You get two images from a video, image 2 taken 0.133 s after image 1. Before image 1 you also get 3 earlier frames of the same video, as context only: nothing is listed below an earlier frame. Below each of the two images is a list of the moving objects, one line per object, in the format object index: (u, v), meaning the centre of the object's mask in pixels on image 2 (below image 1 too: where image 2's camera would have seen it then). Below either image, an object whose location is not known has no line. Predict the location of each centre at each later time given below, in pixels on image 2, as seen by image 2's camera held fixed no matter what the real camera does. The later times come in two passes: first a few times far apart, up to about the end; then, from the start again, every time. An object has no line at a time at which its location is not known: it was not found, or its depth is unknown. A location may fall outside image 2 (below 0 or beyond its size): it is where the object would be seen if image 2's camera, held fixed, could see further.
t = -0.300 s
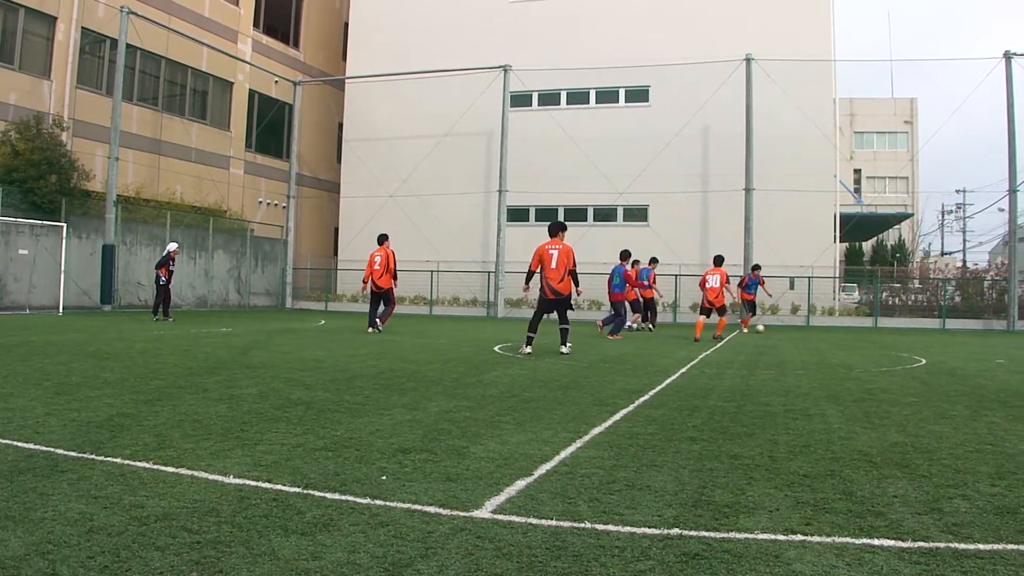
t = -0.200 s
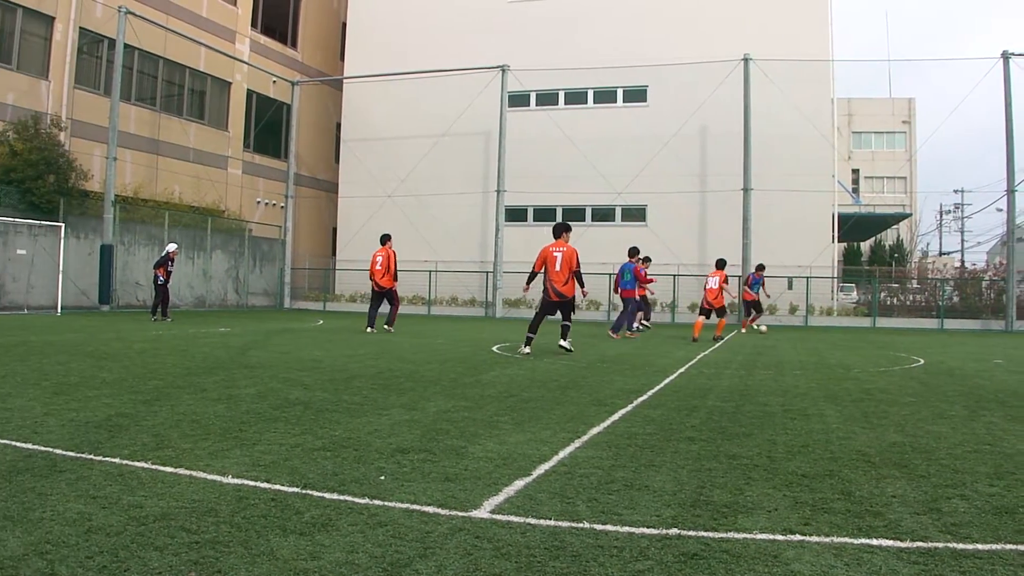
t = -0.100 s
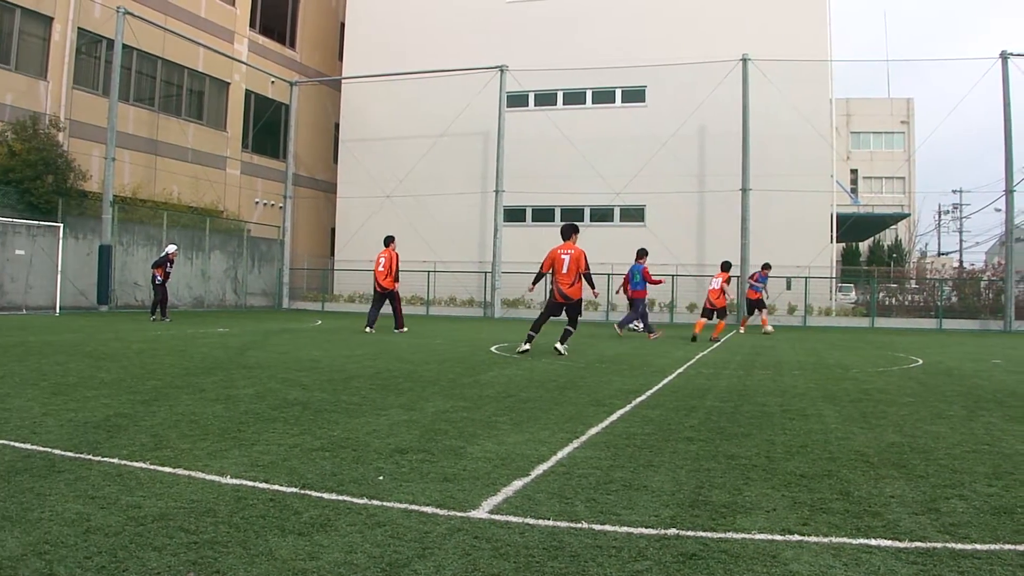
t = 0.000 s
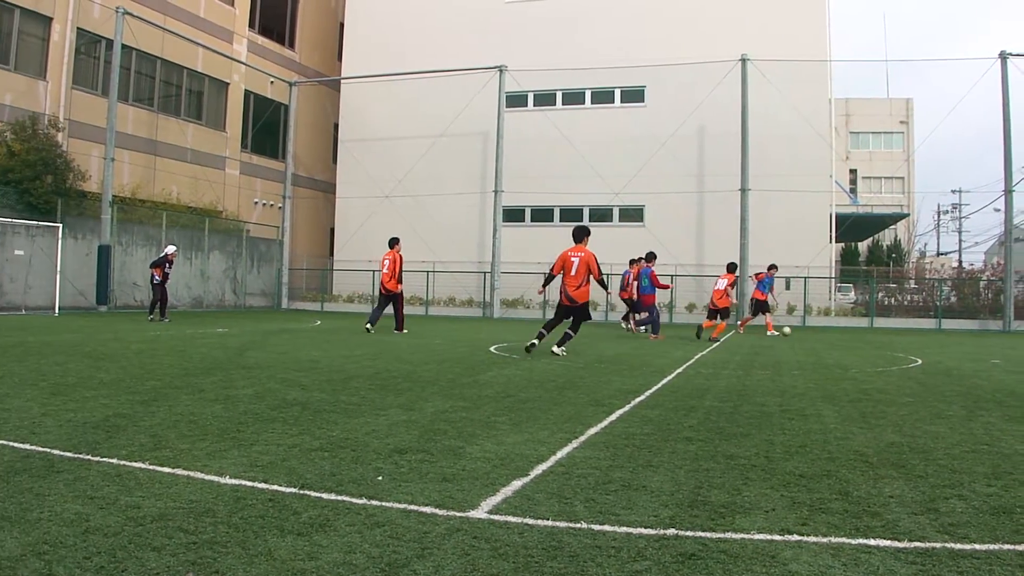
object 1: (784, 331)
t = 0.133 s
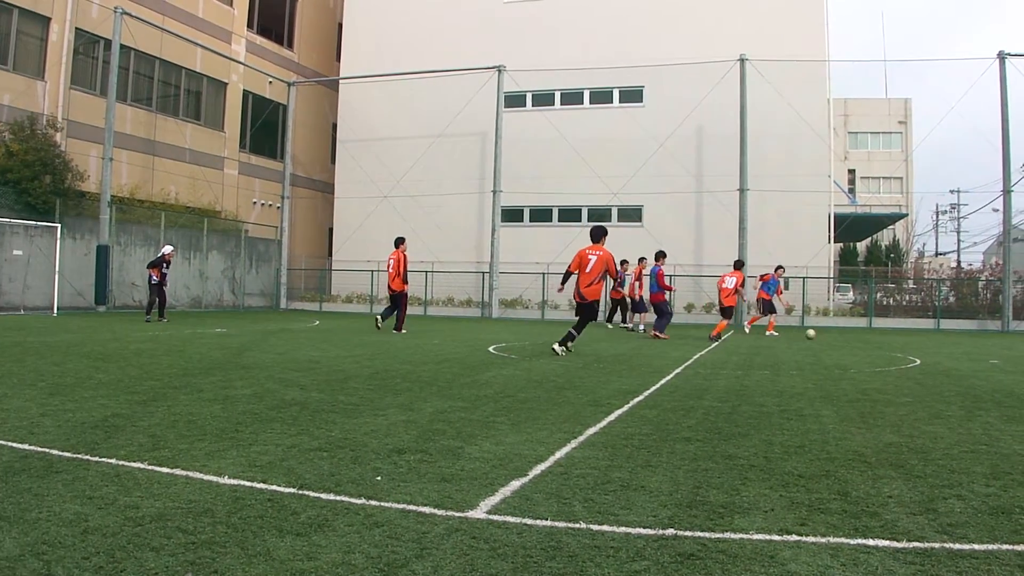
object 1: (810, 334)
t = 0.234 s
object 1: (830, 336)
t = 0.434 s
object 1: (869, 342)
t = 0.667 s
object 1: (915, 347)
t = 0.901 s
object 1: (961, 353)
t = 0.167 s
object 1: (817, 335)
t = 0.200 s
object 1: (823, 336)
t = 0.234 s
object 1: (830, 336)
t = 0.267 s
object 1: (836, 337)
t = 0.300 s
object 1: (843, 339)
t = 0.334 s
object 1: (849, 339)
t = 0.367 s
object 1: (856, 340)
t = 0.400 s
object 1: (863, 341)
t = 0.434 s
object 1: (869, 342)
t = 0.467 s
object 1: (876, 342)
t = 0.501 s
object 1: (883, 343)
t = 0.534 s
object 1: (889, 344)
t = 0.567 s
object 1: (896, 345)
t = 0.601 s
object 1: (902, 346)
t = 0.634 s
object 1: (909, 347)
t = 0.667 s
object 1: (915, 347)
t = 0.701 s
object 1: (921, 348)
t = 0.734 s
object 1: (928, 349)
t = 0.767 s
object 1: (934, 350)
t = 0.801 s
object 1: (941, 350)
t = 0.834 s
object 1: (947, 351)
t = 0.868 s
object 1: (954, 352)
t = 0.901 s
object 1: (961, 353)
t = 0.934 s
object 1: (968, 353)
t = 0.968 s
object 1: (975, 354)
